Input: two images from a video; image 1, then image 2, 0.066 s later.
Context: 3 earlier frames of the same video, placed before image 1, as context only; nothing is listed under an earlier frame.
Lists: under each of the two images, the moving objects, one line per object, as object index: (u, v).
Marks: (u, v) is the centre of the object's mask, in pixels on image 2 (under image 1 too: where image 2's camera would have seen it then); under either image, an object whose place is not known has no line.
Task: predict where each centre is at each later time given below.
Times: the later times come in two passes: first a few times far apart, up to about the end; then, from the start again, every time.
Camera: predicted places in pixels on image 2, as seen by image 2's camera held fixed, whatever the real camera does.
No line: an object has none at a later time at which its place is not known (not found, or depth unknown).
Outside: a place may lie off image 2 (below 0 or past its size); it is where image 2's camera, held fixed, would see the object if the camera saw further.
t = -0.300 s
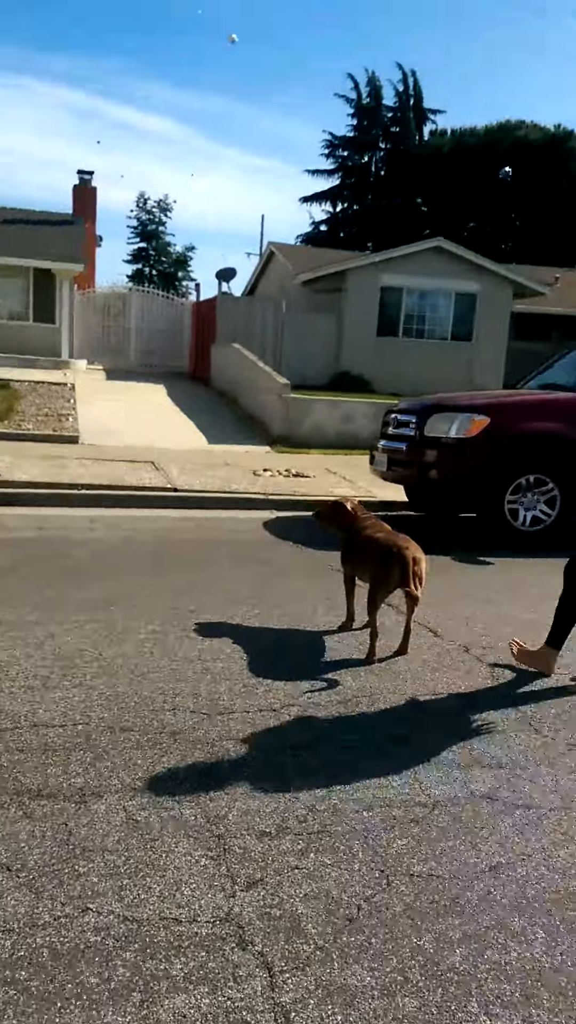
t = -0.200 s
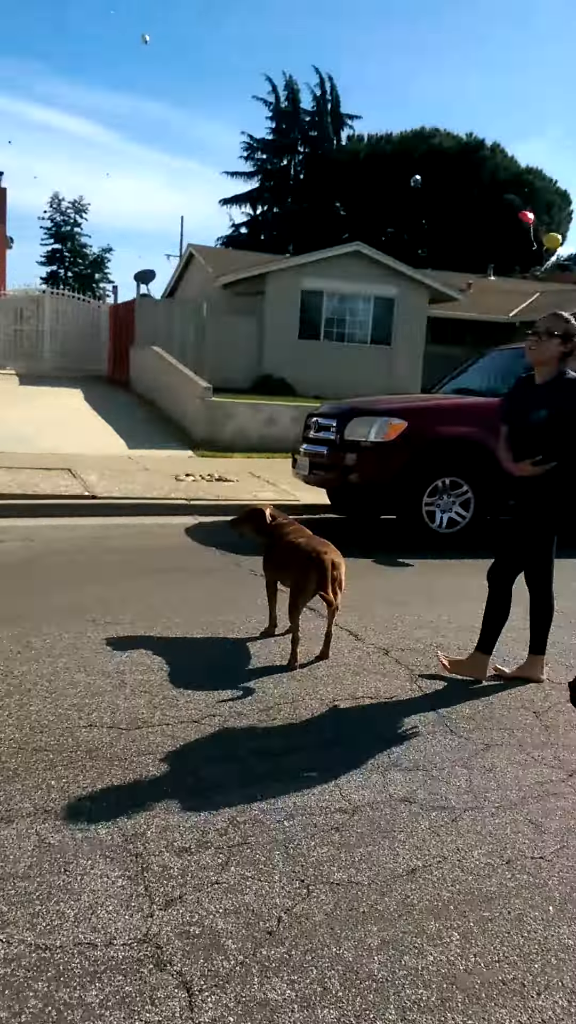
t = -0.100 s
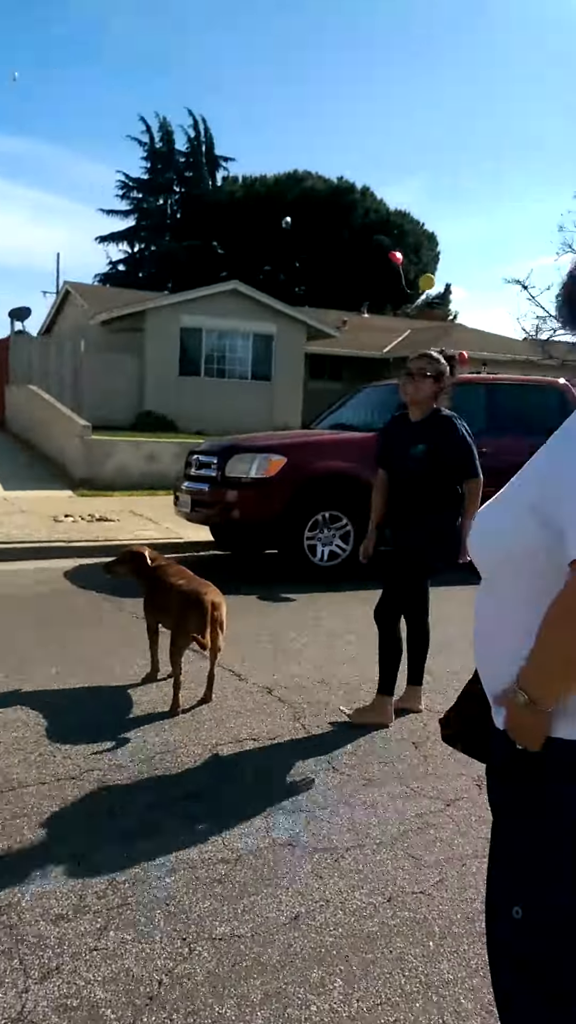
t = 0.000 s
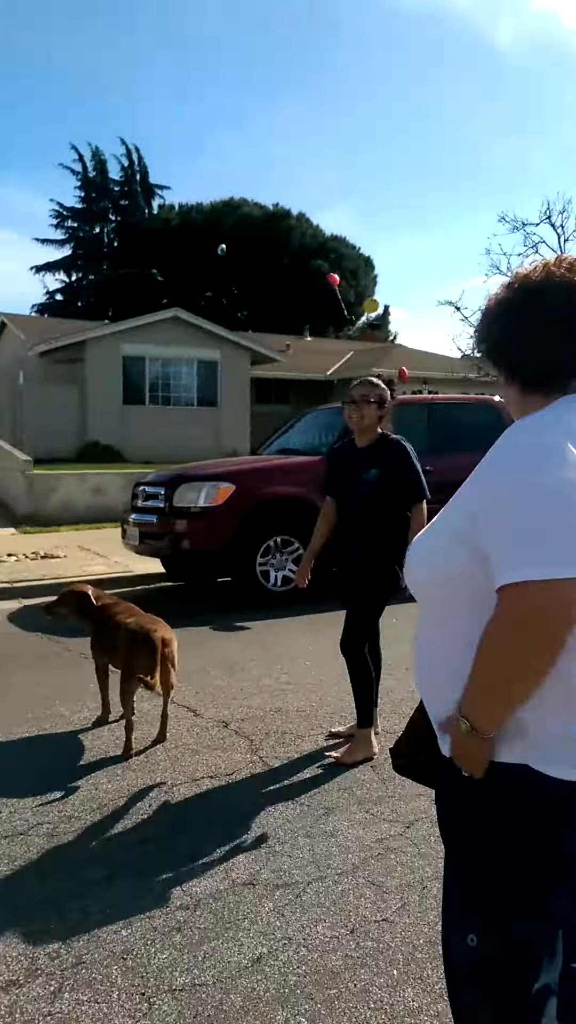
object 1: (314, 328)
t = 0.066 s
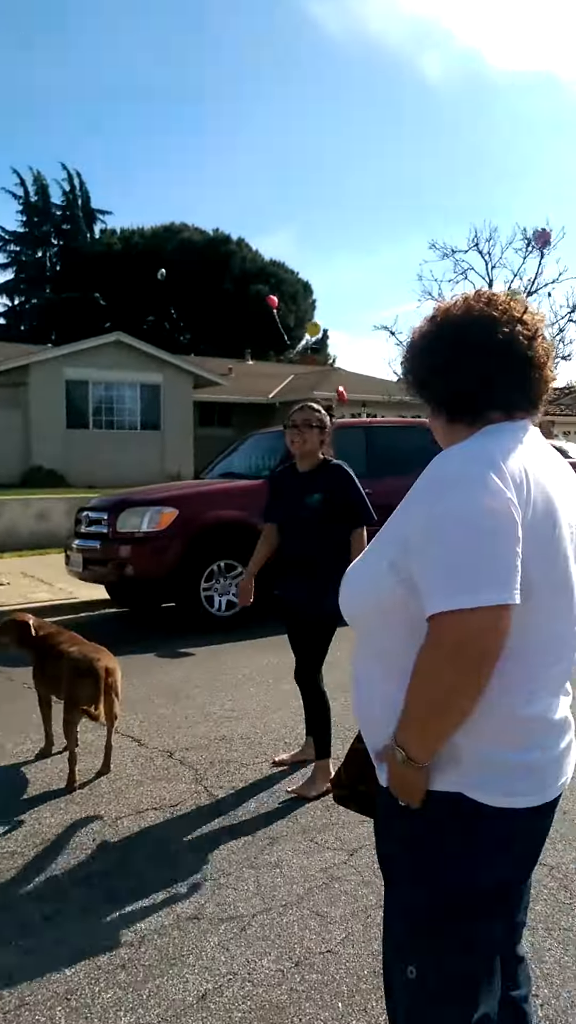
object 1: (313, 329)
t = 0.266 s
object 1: (319, 328)
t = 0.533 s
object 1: (330, 320)
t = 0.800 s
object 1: (333, 311)
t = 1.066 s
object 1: (328, 311)
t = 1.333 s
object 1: (327, 312)
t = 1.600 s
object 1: (330, 307)
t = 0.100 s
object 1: (314, 330)
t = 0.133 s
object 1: (315, 329)
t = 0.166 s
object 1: (317, 329)
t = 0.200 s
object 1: (318, 328)
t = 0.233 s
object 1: (319, 329)
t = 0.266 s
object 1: (319, 328)
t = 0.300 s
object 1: (321, 327)
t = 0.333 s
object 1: (323, 326)
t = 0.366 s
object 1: (324, 325)
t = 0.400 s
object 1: (324, 326)
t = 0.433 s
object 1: (325, 324)
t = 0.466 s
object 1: (327, 323)
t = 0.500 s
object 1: (328, 322)
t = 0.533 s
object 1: (330, 320)
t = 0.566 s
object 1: (330, 319)
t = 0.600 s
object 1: (331, 316)
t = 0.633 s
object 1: (332, 317)
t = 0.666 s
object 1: (332, 316)
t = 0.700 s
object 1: (332, 314)
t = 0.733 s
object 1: (332, 313)
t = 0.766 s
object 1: (333, 313)
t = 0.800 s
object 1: (333, 311)
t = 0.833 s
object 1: (331, 310)
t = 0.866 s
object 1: (332, 310)
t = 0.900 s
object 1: (331, 311)
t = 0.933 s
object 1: (330, 311)
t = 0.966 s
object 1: (330, 311)
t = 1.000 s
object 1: (329, 310)
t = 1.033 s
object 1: (328, 311)
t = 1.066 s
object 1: (328, 311)
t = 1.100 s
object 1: (328, 311)
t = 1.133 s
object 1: (327, 311)
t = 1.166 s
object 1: (327, 311)
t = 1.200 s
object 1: (327, 310)
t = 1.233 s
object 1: (327, 311)
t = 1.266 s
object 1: (326, 312)
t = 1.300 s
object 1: (327, 312)
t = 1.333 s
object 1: (327, 312)
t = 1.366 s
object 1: (327, 311)
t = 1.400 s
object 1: (328, 310)
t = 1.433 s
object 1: (329, 309)
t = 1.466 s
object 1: (328, 309)
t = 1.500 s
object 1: (328, 309)
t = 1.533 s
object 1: (329, 308)
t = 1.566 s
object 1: (329, 307)
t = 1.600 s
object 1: (330, 307)
